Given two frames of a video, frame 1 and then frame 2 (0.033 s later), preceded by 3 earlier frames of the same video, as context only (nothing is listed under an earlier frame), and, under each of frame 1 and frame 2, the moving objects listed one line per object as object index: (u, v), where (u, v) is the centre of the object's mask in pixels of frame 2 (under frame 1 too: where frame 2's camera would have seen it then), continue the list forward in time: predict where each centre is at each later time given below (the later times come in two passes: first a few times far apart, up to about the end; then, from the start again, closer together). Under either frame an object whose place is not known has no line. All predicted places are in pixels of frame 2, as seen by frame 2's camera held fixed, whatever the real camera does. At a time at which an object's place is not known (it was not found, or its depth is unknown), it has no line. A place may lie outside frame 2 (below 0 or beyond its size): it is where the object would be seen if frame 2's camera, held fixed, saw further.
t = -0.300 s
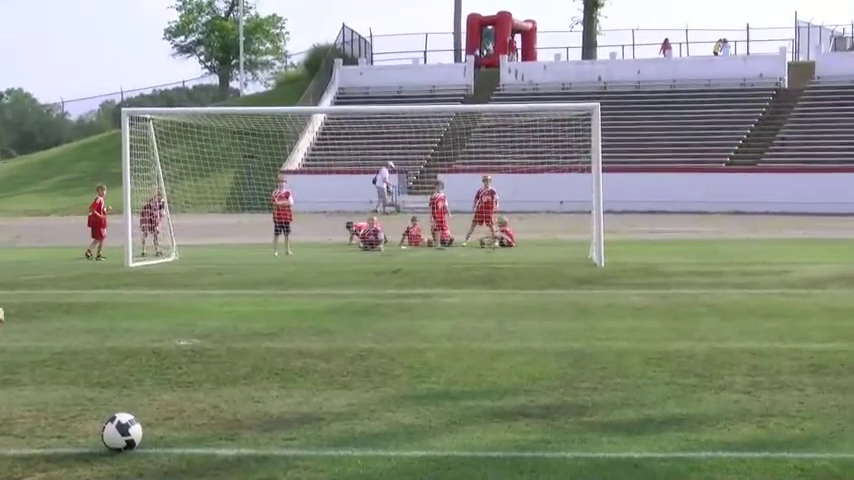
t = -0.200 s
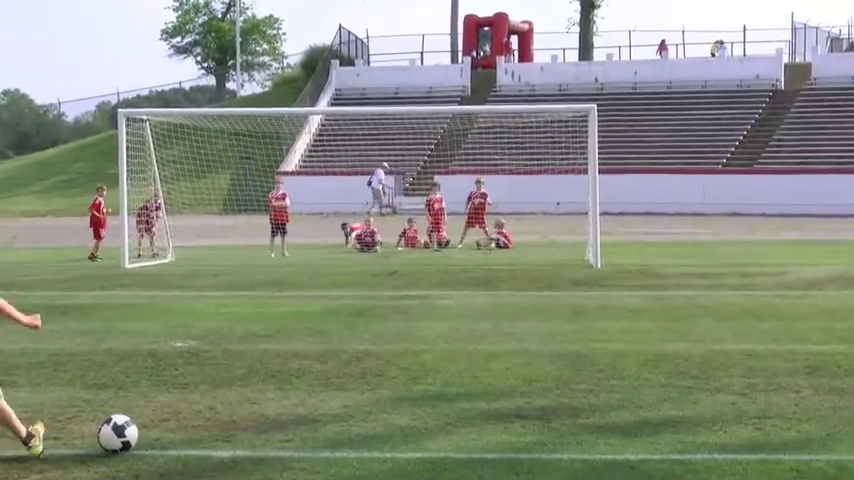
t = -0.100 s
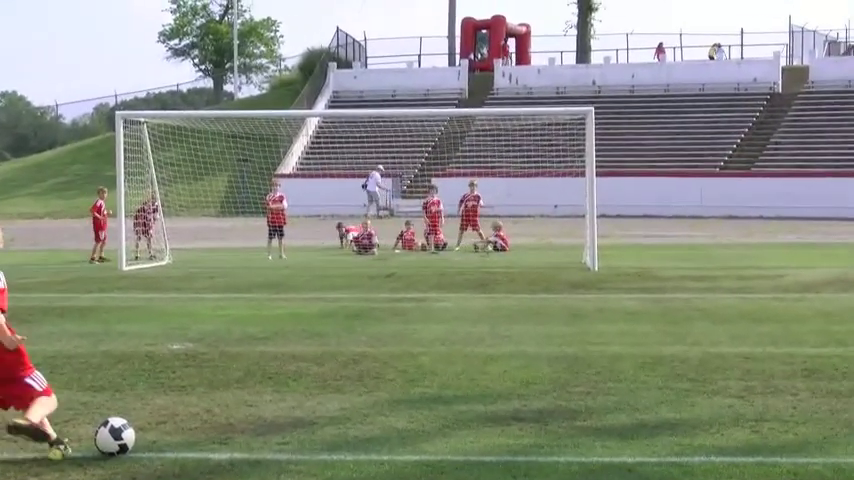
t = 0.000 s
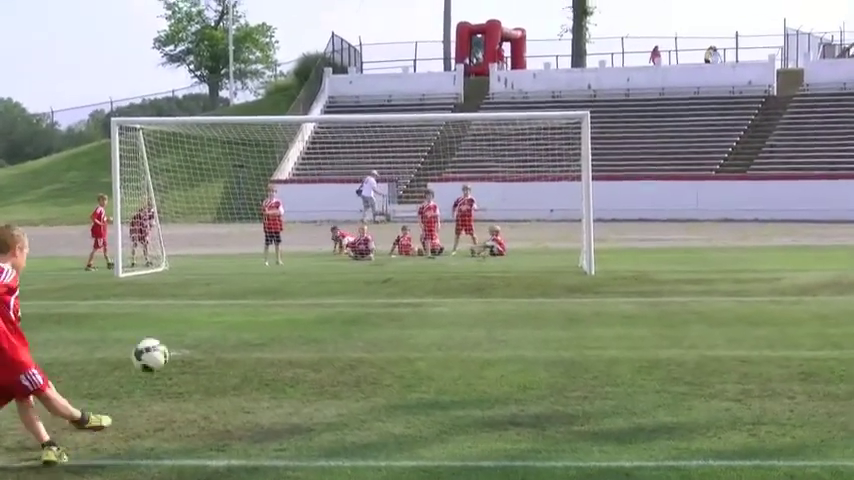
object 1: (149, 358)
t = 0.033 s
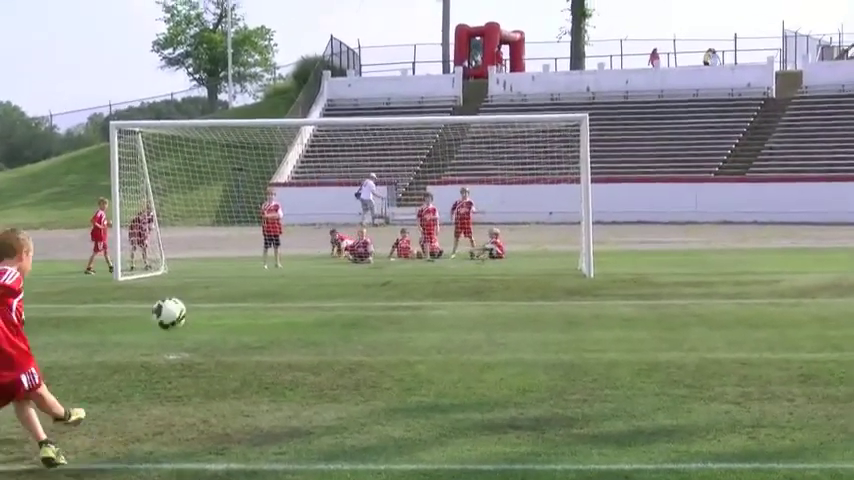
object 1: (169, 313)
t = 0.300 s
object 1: (266, 106)
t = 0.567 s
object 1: (315, 37)
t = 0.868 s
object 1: (349, 28)
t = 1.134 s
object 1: (369, 57)
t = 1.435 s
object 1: (386, 117)
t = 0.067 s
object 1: (186, 273)
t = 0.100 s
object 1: (200, 240)
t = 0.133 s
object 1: (215, 210)
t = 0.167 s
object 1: (227, 183)
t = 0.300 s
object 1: (266, 106)
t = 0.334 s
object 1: (273, 92)
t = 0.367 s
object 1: (281, 80)
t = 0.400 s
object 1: (286, 70)
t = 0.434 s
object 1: (292, 61)
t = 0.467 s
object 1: (298, 54)
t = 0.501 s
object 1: (305, 48)
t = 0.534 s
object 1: (309, 42)
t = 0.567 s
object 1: (315, 37)
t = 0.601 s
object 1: (320, 33)
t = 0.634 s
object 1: (325, 31)
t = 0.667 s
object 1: (328, 27)
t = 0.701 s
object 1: (332, 26)
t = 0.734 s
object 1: (336, 25)
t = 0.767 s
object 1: (340, 26)
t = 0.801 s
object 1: (343, 26)
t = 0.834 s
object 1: (346, 26)
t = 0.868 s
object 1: (349, 28)
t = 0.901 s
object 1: (351, 30)
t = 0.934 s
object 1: (355, 33)
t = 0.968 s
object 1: (358, 36)
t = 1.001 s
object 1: (360, 39)
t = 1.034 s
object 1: (362, 43)
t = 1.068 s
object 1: (364, 47)
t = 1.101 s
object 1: (367, 51)
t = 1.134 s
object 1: (369, 57)
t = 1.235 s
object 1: (375, 76)
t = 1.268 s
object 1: (378, 84)
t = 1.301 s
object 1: (379, 89)
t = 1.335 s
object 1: (381, 96)
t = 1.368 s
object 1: (382, 104)
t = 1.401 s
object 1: (384, 113)
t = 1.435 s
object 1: (386, 117)
